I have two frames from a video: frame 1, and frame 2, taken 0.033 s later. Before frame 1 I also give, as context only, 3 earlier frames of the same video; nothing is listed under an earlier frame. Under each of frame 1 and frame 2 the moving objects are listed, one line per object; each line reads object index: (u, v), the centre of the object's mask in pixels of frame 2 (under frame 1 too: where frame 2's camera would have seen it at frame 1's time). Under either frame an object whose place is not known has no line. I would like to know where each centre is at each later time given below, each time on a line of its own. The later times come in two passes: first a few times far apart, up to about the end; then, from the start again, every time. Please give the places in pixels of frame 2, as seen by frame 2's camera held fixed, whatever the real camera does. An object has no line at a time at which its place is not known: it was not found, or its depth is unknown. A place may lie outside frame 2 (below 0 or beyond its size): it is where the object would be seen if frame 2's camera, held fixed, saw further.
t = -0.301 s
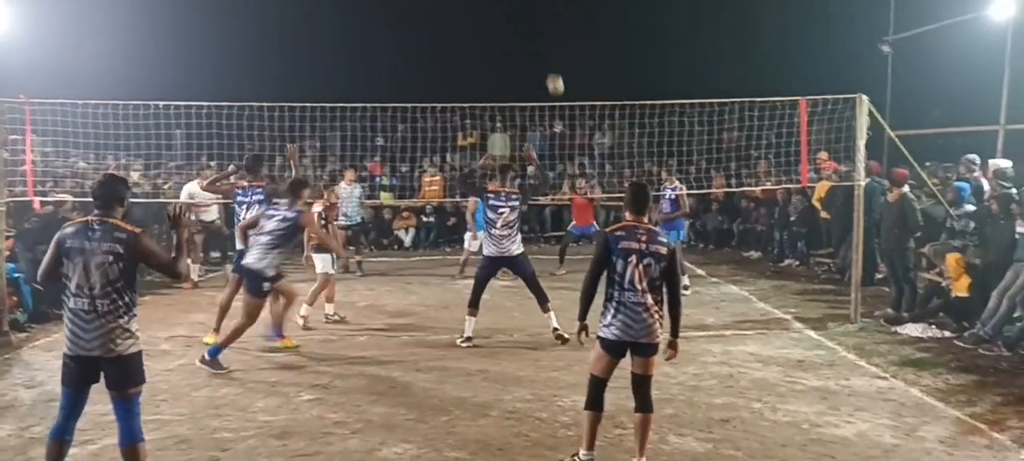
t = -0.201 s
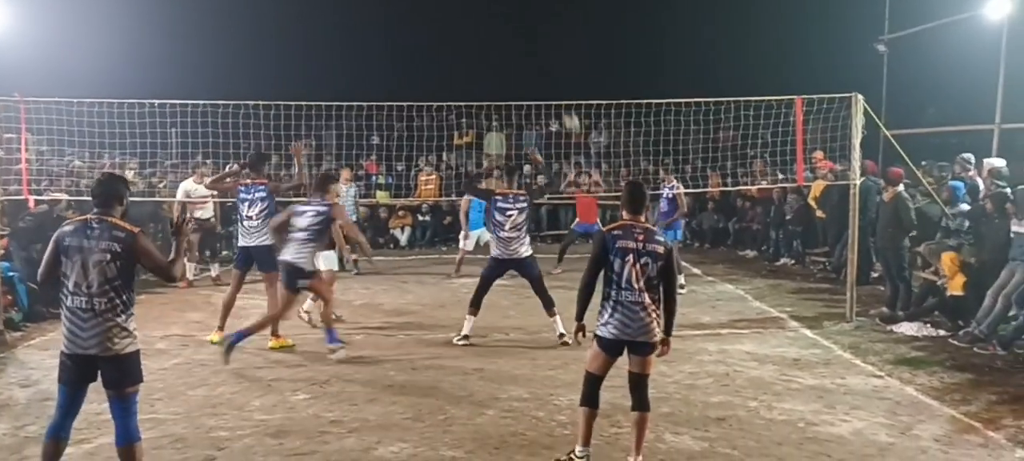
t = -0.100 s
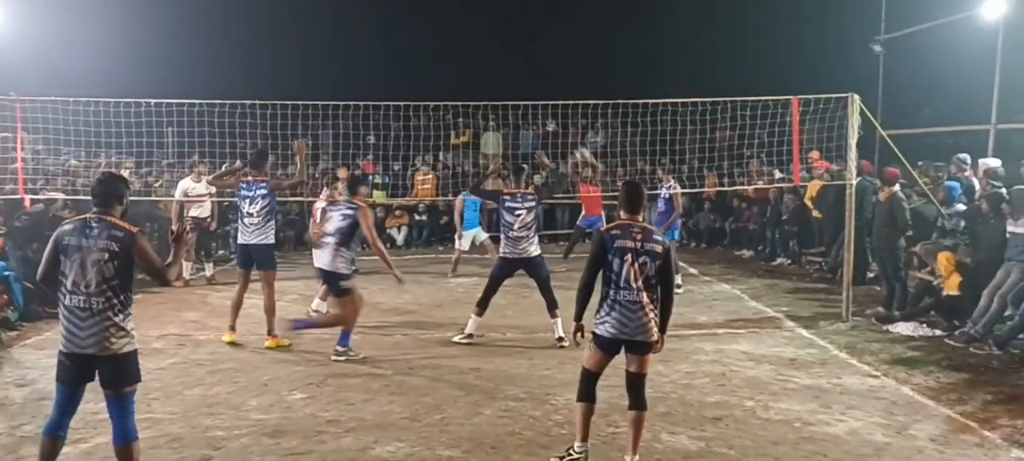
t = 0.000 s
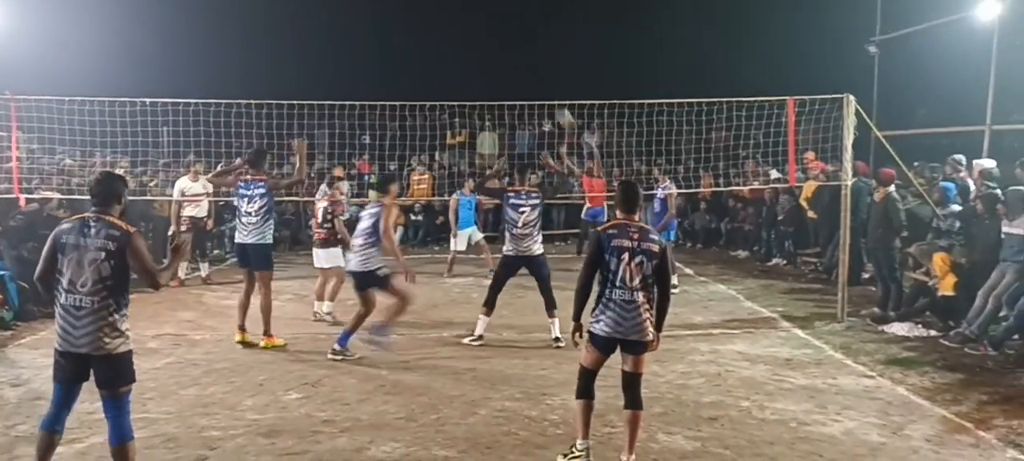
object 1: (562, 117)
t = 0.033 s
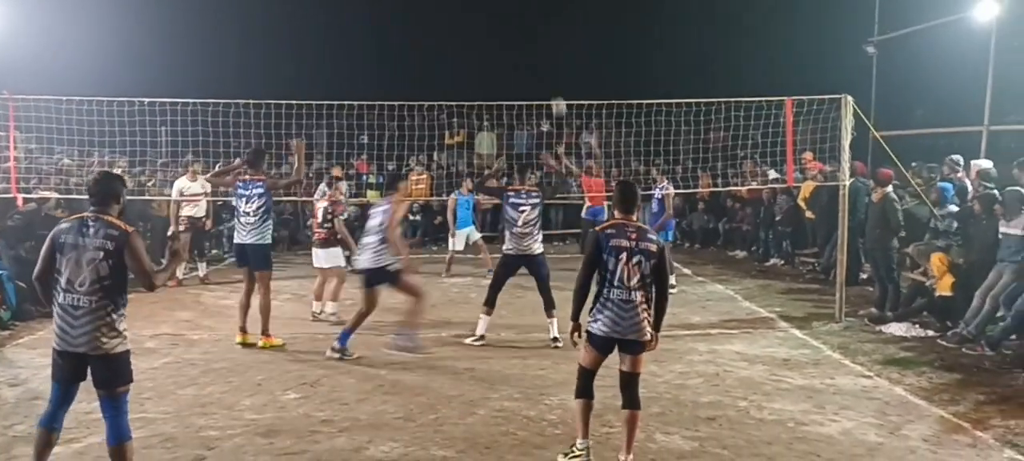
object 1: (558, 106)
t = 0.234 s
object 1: (529, 51)
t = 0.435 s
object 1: (499, 22)
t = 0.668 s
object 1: (461, 24)
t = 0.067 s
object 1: (553, 94)
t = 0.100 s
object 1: (549, 84)
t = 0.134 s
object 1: (544, 75)
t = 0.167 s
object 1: (539, 67)
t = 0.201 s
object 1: (534, 58)
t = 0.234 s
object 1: (529, 51)
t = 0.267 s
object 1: (524, 44)
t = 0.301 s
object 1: (519, 38)
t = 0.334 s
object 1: (514, 33)
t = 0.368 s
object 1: (509, 29)
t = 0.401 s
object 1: (504, 25)
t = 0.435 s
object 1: (499, 22)
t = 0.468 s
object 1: (494, 20)
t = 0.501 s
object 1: (489, 18)
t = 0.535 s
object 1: (483, 18)
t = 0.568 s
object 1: (478, 18)
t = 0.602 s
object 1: (472, 19)
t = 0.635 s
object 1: (467, 21)
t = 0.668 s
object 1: (461, 24)
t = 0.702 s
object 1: (456, 28)
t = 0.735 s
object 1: (451, 33)
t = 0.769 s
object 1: (445, 38)
